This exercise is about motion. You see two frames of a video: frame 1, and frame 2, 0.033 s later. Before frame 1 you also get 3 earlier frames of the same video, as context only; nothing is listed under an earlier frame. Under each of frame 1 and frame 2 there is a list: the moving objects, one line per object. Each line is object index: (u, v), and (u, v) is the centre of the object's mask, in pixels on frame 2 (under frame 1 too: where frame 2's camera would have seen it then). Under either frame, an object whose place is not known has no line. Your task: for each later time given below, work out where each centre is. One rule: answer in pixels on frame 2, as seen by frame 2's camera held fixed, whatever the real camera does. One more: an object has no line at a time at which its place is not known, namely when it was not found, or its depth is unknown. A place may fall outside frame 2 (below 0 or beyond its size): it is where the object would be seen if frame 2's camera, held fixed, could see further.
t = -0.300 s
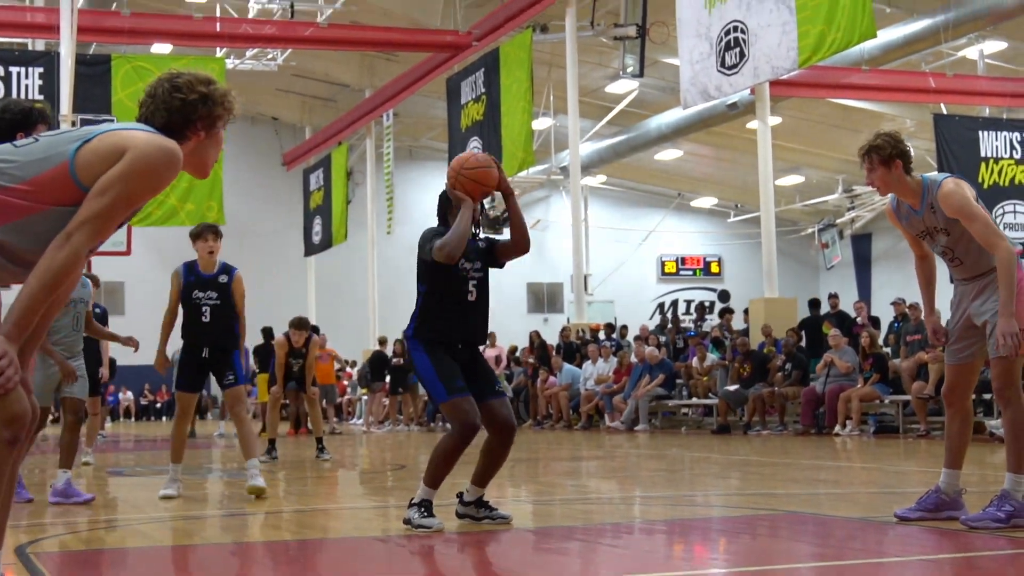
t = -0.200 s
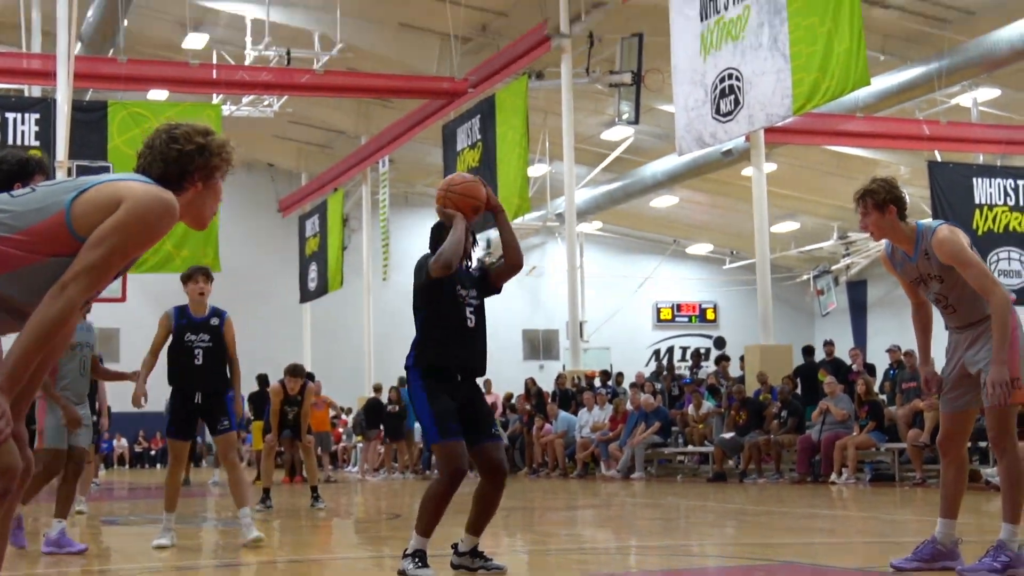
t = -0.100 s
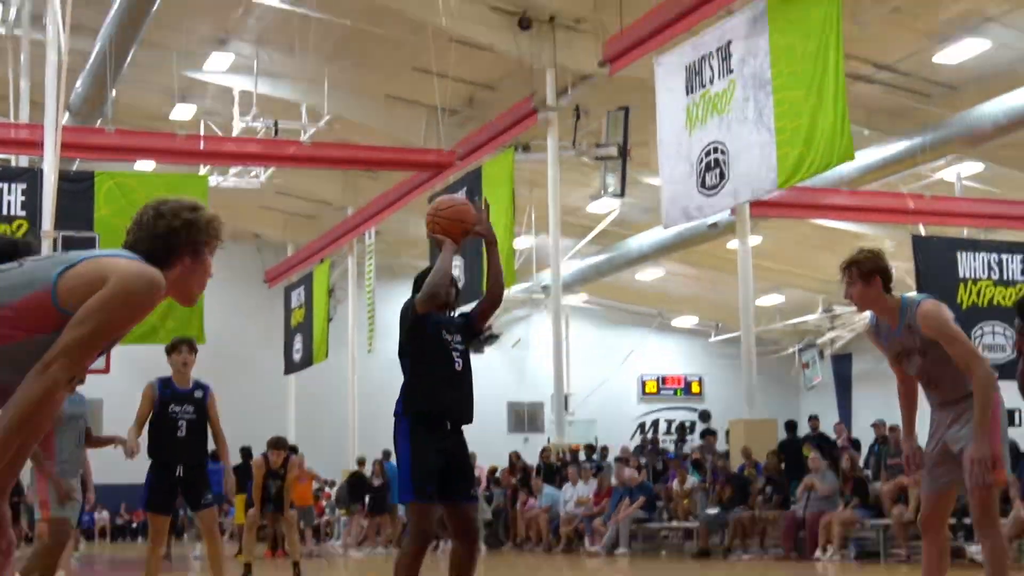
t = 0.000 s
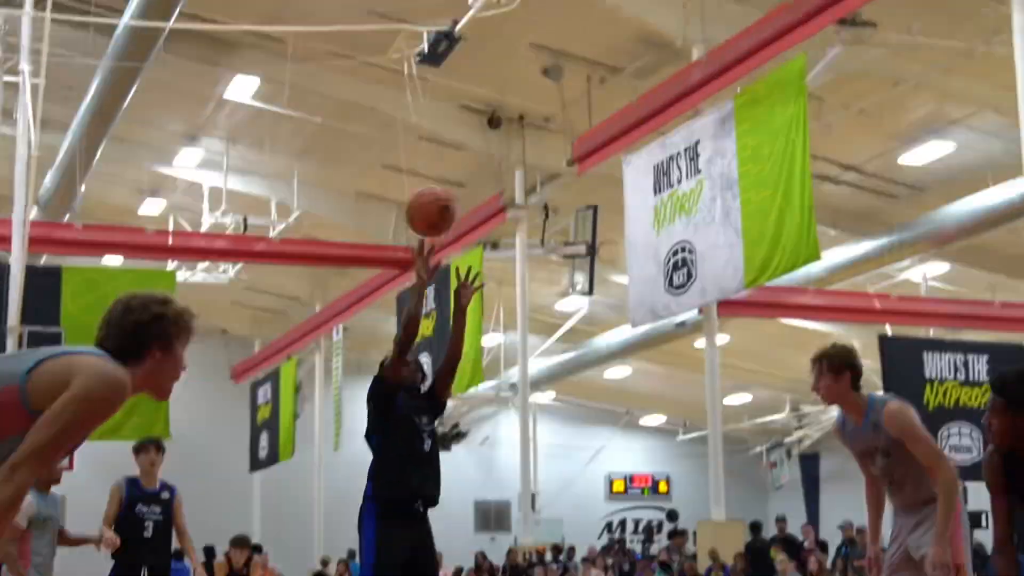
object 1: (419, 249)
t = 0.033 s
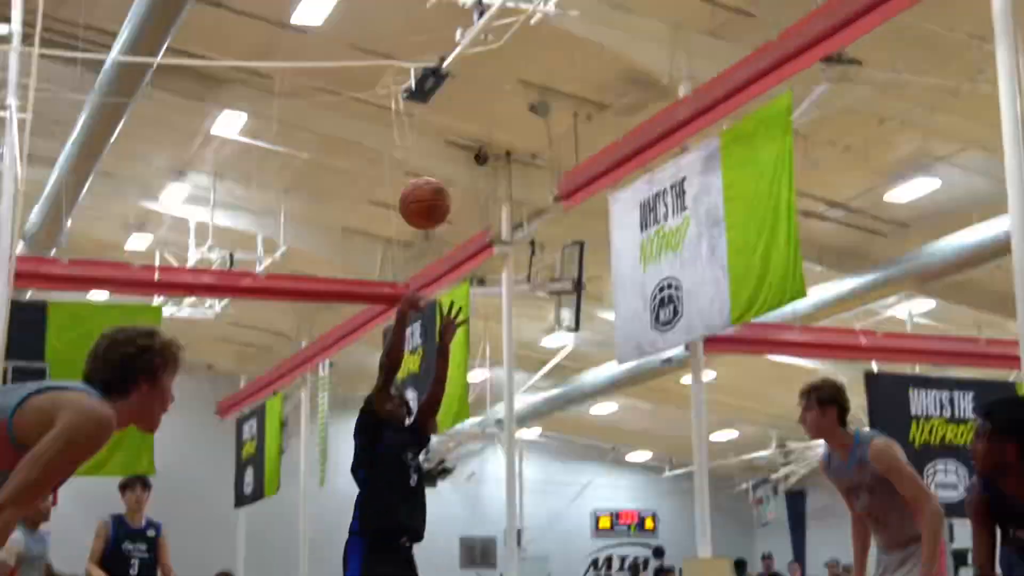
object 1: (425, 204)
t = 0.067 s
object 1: (431, 161)
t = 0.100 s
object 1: (439, 120)
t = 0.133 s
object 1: (447, 80)
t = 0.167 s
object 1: (455, 42)
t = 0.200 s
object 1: (463, 4)
